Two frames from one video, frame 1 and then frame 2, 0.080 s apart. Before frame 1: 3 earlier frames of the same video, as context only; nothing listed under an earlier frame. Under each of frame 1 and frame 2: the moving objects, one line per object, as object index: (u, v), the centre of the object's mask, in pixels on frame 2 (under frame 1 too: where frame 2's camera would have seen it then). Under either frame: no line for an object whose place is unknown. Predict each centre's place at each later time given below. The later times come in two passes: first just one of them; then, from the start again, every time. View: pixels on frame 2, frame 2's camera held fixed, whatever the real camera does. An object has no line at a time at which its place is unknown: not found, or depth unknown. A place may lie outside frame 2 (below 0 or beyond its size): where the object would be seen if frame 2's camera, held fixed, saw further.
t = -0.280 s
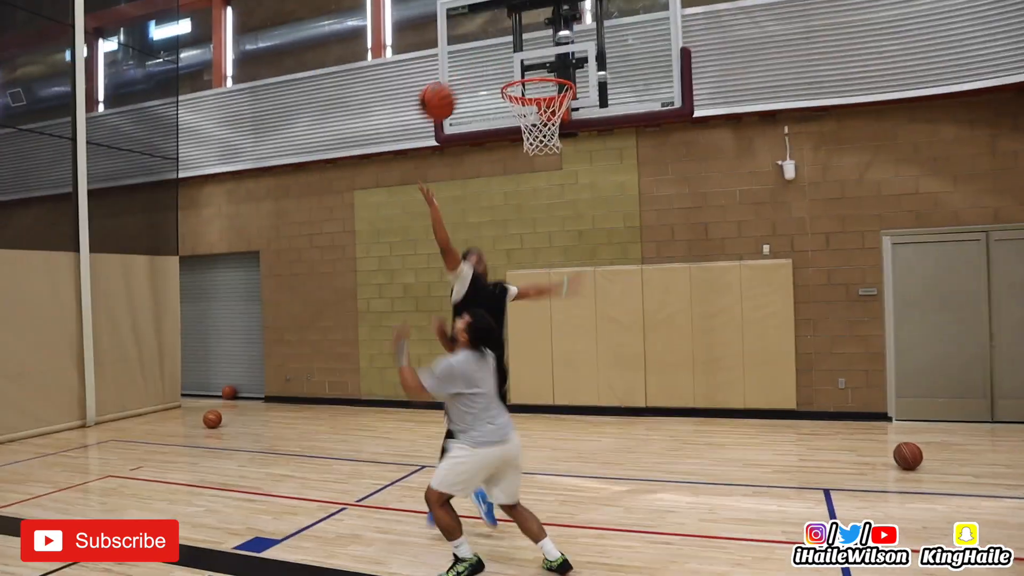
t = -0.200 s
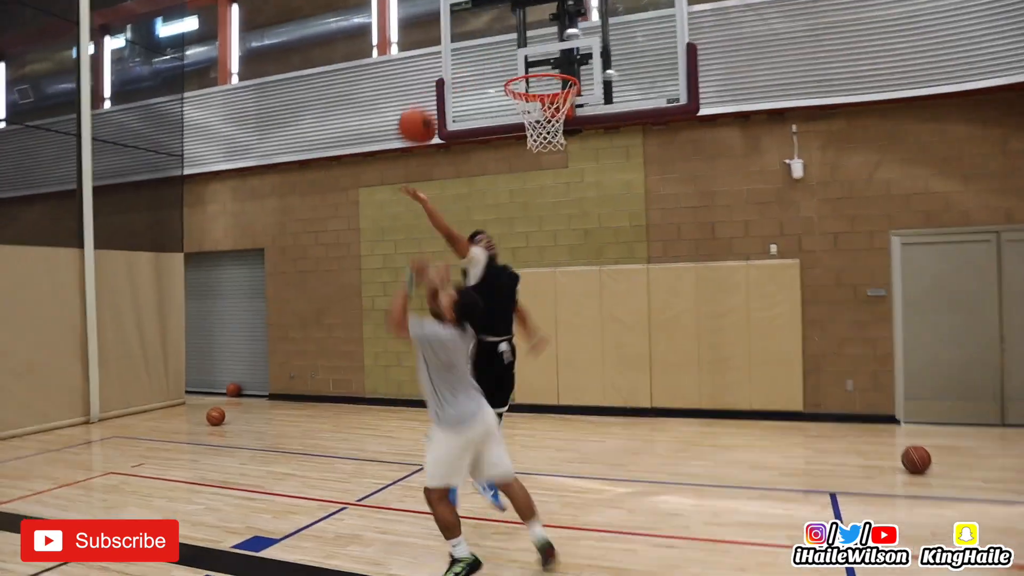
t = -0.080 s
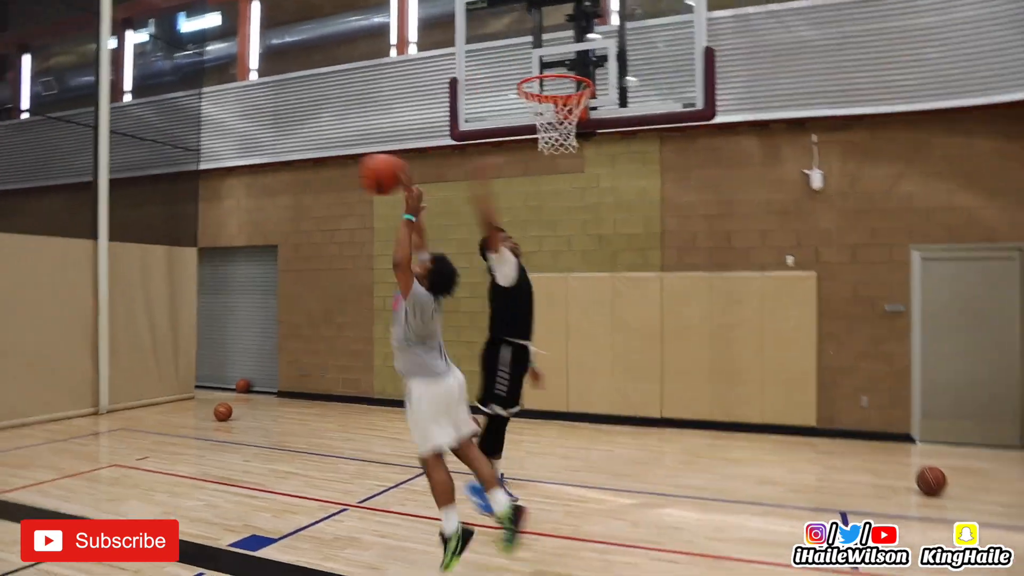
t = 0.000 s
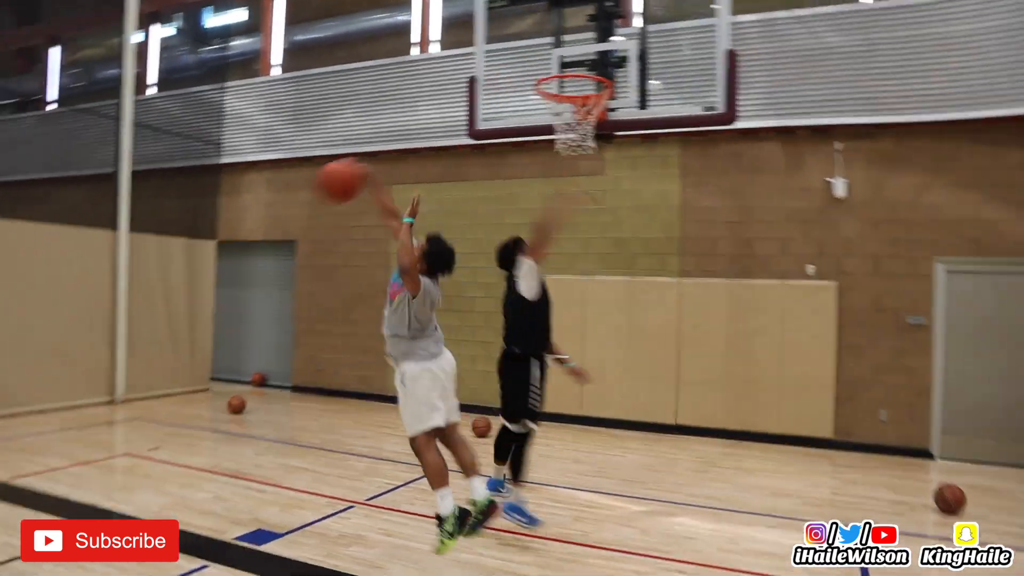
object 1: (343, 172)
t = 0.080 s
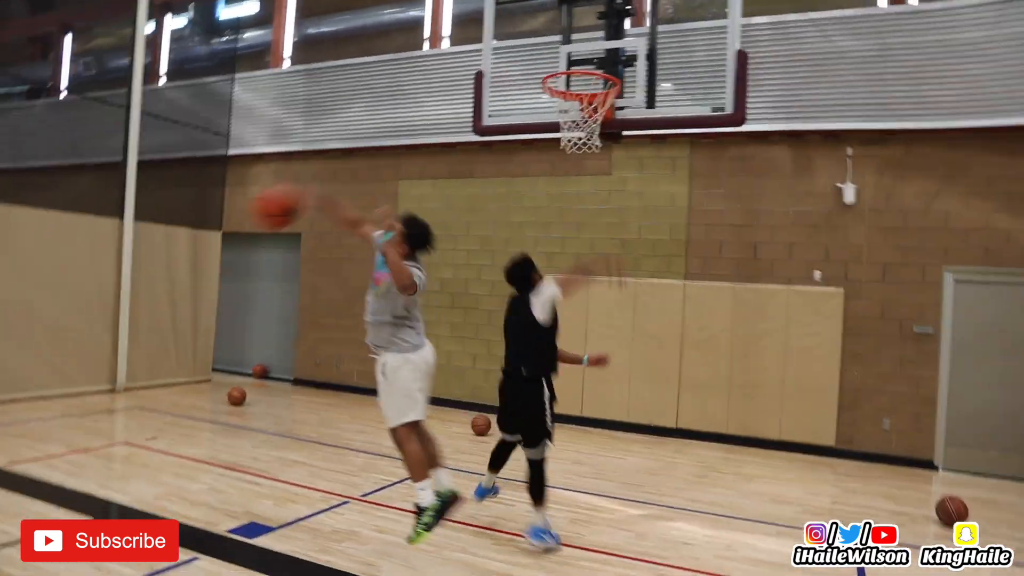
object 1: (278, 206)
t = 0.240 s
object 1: (132, 311)
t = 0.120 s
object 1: (241, 228)
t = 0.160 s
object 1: (204, 252)
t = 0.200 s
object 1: (170, 279)
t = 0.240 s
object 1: (132, 311)
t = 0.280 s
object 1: (93, 346)
